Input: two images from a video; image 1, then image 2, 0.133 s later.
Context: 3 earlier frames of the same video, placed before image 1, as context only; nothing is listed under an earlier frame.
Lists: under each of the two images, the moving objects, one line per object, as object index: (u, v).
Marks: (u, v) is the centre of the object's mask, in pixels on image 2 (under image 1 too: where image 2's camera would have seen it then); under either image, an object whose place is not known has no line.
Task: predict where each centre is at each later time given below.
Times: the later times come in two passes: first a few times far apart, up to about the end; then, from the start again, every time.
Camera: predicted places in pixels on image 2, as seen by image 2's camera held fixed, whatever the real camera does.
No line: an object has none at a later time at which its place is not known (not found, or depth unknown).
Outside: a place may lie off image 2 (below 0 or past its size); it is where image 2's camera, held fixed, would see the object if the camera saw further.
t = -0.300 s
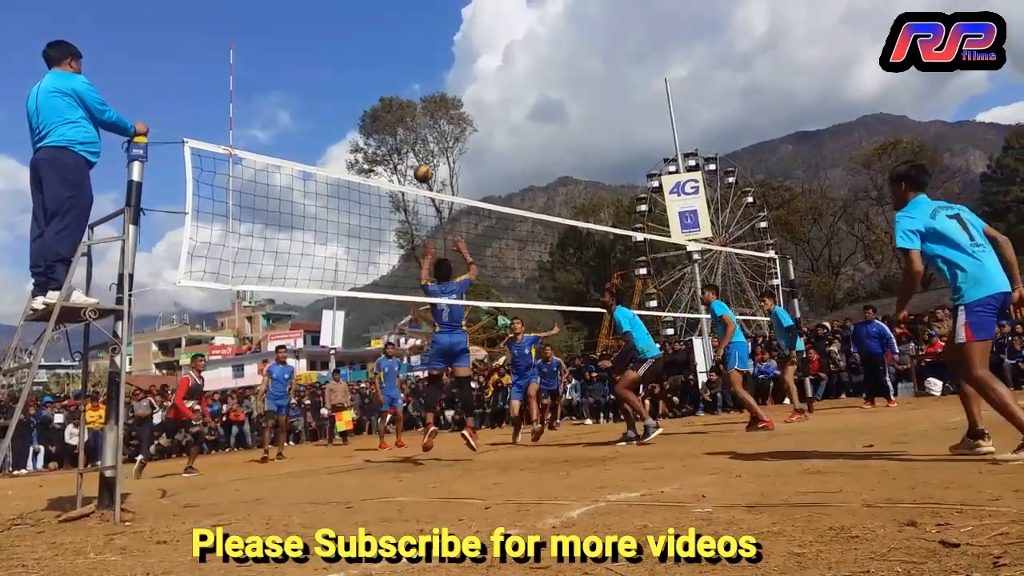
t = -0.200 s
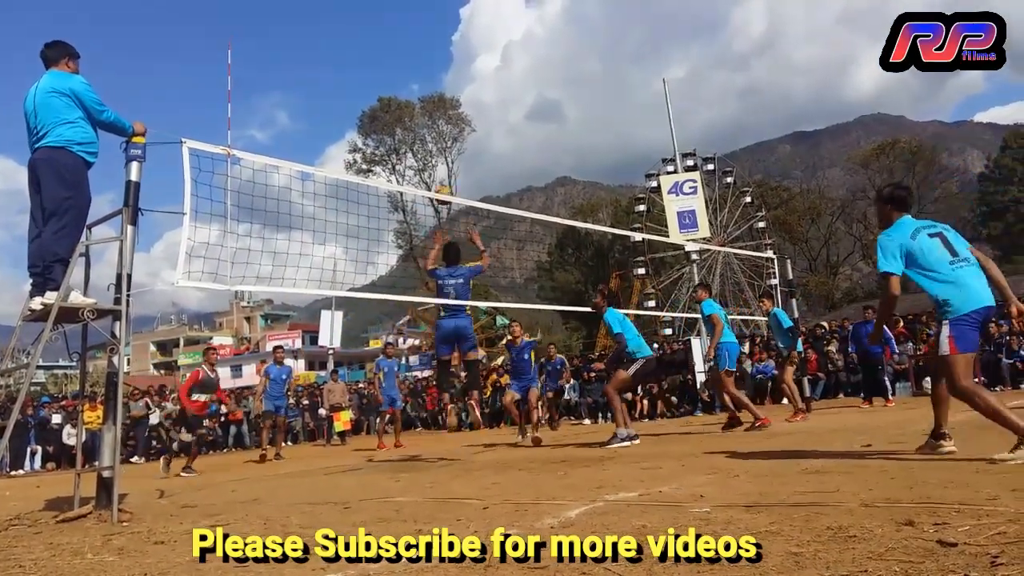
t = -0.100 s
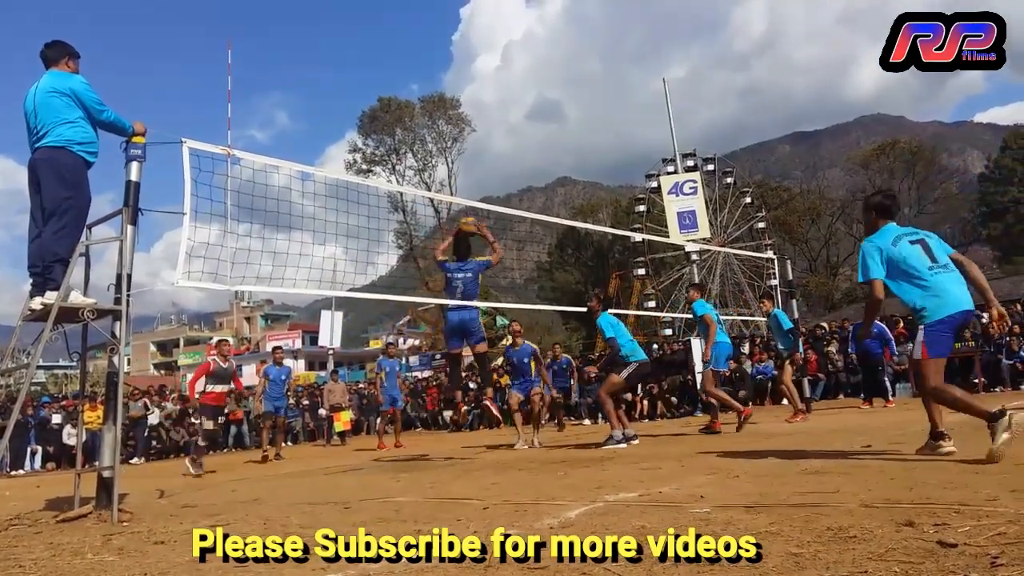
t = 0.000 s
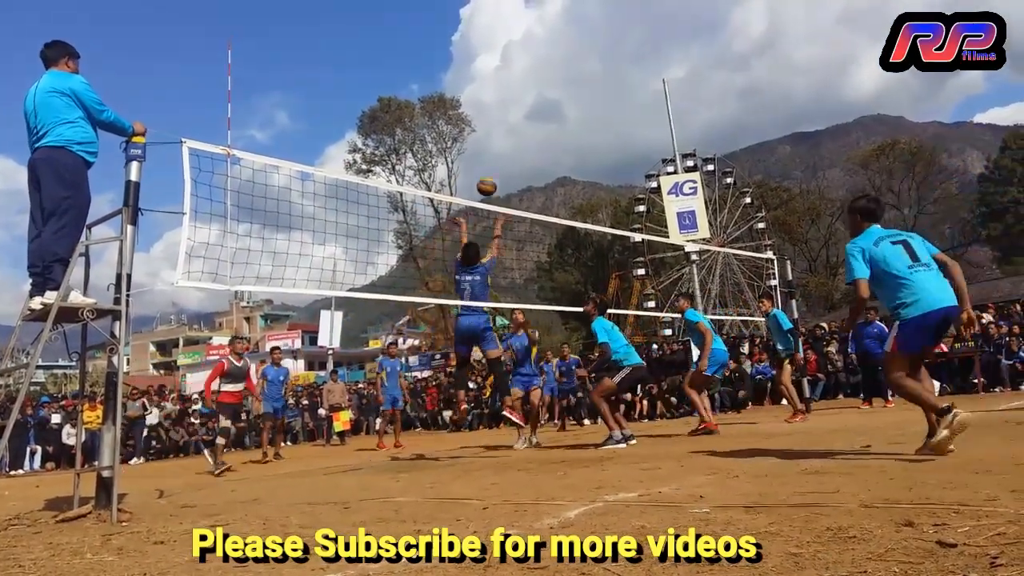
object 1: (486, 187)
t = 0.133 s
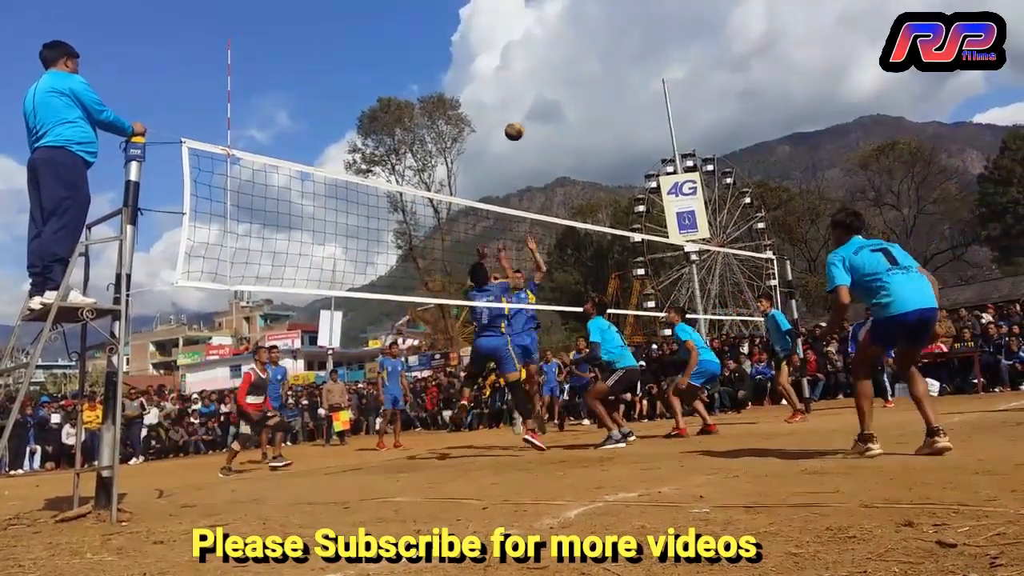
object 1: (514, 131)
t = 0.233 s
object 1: (533, 103)
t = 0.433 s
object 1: (570, 74)
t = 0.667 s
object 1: (612, 81)
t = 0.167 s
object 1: (520, 121)
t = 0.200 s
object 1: (527, 111)
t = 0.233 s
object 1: (533, 103)
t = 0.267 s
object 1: (539, 96)
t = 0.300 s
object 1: (546, 90)
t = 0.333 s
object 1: (552, 84)
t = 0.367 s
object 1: (558, 80)
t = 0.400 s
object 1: (564, 77)
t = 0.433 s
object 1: (570, 74)
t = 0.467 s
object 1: (576, 73)
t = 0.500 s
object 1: (582, 72)
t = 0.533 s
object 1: (588, 72)
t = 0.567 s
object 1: (594, 73)
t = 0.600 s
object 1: (600, 75)
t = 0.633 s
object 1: (606, 77)
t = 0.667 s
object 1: (612, 81)
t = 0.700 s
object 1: (618, 85)
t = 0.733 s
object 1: (623, 89)
